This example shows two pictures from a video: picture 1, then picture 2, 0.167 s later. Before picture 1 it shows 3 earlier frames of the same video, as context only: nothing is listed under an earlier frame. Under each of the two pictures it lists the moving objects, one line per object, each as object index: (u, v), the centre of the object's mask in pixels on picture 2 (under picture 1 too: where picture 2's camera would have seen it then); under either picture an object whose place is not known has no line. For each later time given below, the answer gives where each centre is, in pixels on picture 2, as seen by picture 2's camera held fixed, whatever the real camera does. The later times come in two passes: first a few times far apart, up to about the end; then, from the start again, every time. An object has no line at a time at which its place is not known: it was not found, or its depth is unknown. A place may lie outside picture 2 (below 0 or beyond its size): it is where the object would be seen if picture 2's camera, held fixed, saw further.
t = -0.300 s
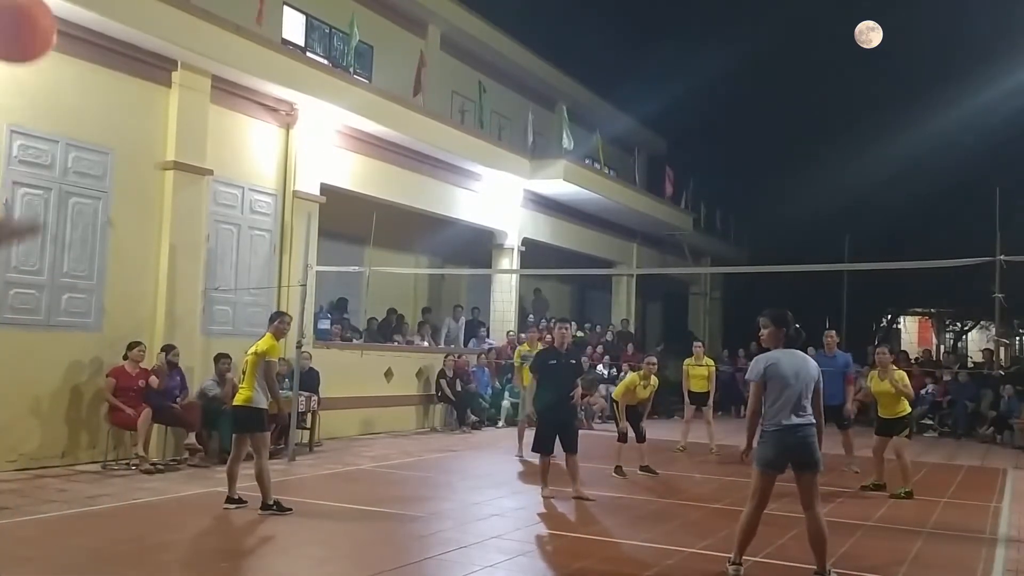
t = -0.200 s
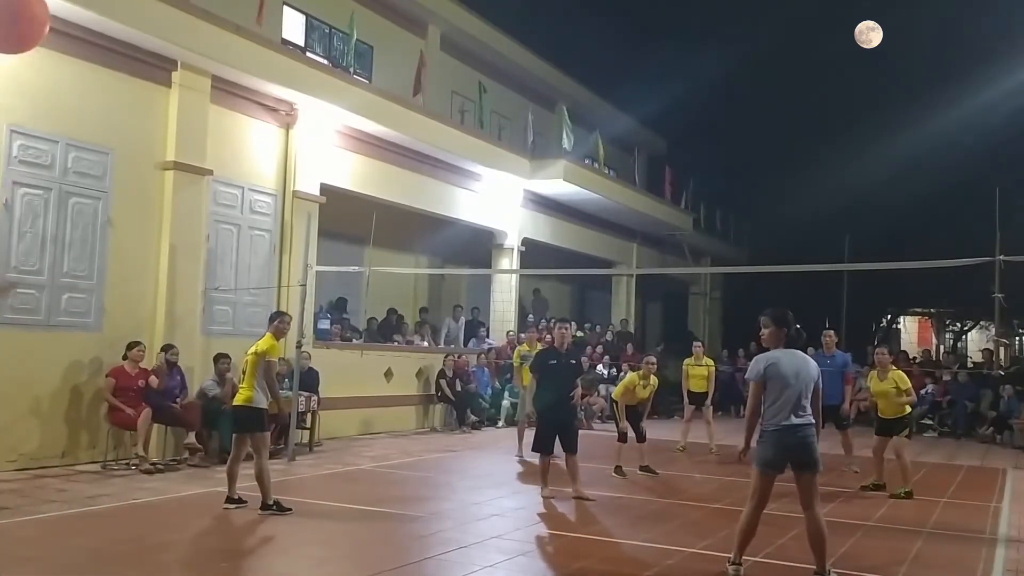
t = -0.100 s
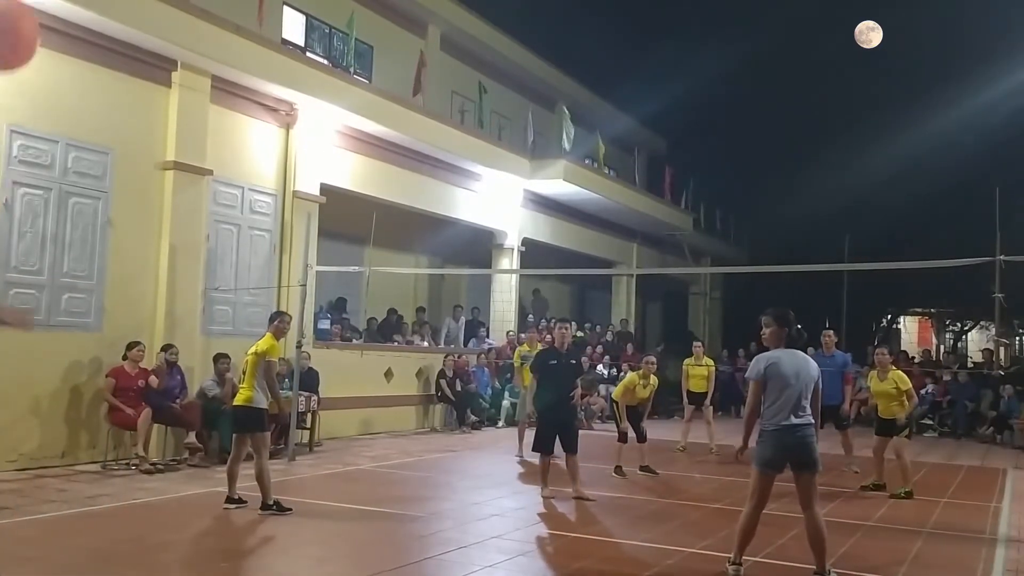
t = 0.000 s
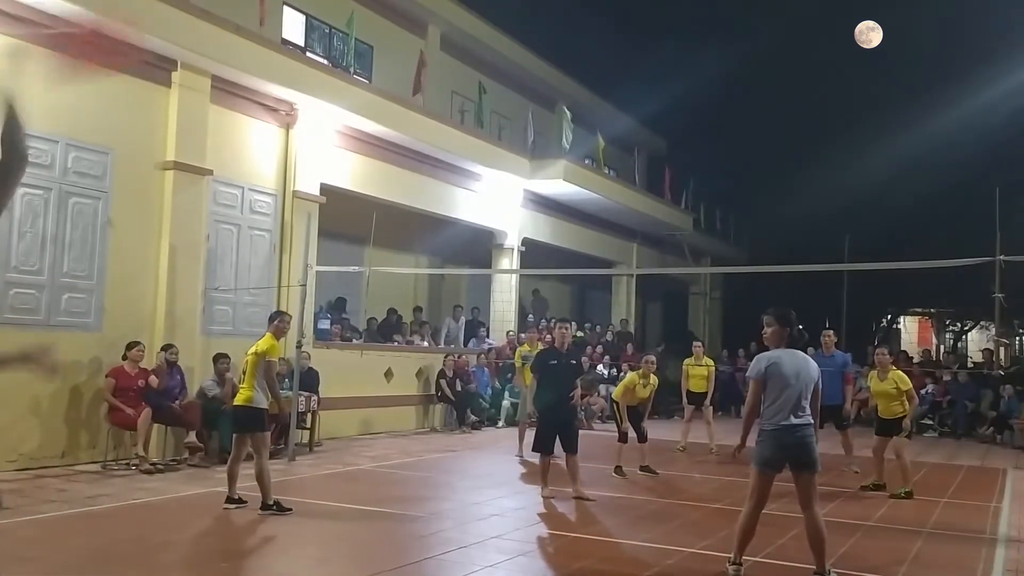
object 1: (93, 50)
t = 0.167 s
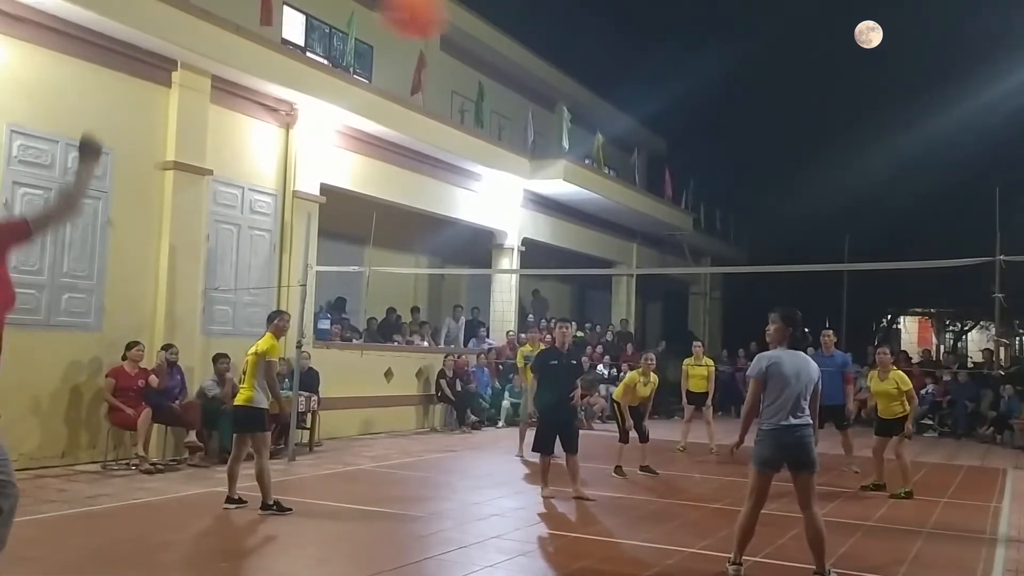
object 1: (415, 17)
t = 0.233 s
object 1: (481, 21)
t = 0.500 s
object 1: (623, 80)
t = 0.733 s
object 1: (684, 149)
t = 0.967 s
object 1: (725, 228)
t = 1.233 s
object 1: (757, 327)
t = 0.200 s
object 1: (450, 19)
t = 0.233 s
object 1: (481, 21)
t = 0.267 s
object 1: (507, 26)
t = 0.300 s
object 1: (530, 32)
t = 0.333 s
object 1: (551, 38)
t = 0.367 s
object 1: (569, 45)
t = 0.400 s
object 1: (585, 53)
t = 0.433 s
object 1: (599, 61)
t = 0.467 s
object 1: (611, 70)
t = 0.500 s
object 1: (623, 80)
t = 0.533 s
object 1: (634, 89)
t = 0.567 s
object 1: (644, 98)
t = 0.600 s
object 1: (653, 107)
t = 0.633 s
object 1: (661, 117)
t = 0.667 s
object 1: (669, 128)
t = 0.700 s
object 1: (677, 138)
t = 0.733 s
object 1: (684, 149)
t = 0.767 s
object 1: (691, 160)
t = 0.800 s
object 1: (698, 171)
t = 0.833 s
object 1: (704, 183)
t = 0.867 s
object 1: (710, 194)
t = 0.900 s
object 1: (715, 205)
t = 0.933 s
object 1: (720, 217)
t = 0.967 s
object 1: (725, 228)
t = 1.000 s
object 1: (729, 240)
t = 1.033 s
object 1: (734, 252)
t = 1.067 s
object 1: (738, 262)
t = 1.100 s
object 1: (742, 278)
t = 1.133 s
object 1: (746, 289)
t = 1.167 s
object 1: (750, 301)
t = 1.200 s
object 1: (753, 314)
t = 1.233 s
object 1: (757, 327)
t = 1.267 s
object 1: (759, 340)
